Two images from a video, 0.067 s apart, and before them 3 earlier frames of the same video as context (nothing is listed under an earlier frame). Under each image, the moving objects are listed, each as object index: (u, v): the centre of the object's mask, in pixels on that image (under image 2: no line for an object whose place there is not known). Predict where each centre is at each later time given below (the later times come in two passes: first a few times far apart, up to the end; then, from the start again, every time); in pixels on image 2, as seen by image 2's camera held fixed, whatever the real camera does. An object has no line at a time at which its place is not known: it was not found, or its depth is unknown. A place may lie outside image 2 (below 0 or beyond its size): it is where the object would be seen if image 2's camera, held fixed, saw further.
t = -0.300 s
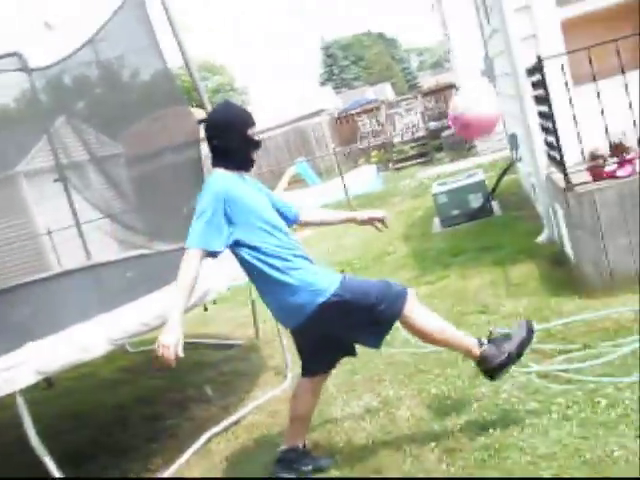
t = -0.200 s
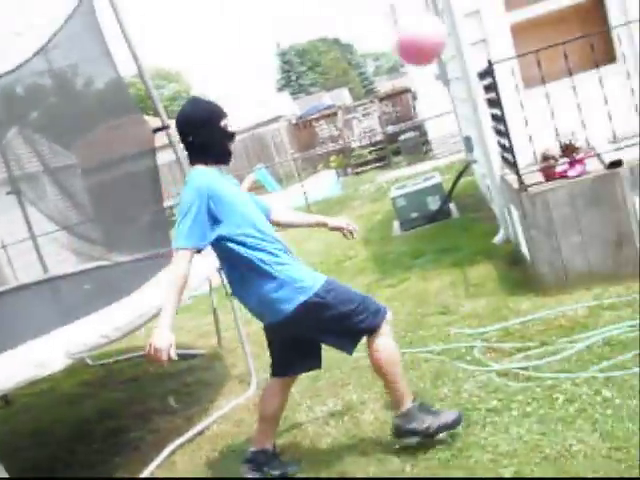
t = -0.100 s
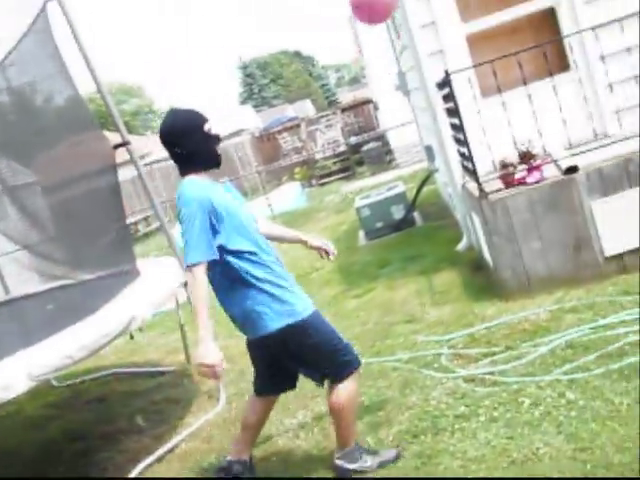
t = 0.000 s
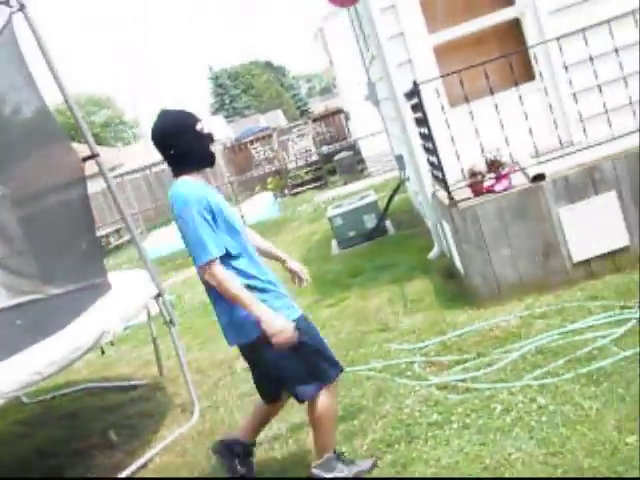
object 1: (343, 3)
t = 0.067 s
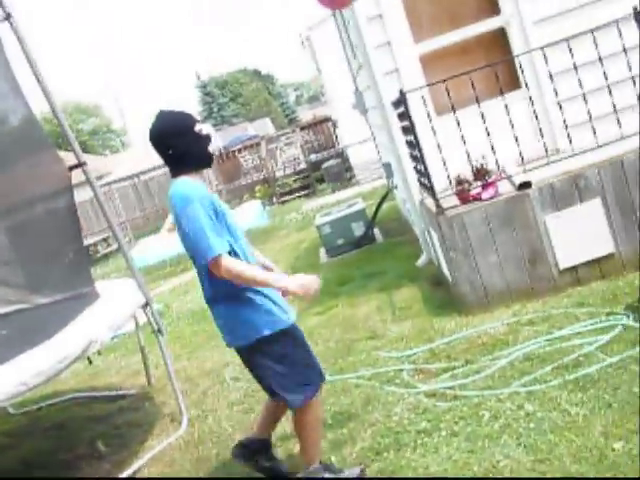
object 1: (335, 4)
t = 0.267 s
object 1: (370, 24)
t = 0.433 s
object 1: (419, 121)
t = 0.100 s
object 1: (338, 4)
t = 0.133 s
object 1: (343, 3)
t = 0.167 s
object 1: (349, 3)
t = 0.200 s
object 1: (356, 7)
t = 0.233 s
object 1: (363, 12)
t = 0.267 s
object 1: (370, 24)
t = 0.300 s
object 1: (378, 37)
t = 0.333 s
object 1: (388, 55)
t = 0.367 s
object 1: (397, 75)
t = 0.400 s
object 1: (408, 97)
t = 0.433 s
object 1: (419, 121)
